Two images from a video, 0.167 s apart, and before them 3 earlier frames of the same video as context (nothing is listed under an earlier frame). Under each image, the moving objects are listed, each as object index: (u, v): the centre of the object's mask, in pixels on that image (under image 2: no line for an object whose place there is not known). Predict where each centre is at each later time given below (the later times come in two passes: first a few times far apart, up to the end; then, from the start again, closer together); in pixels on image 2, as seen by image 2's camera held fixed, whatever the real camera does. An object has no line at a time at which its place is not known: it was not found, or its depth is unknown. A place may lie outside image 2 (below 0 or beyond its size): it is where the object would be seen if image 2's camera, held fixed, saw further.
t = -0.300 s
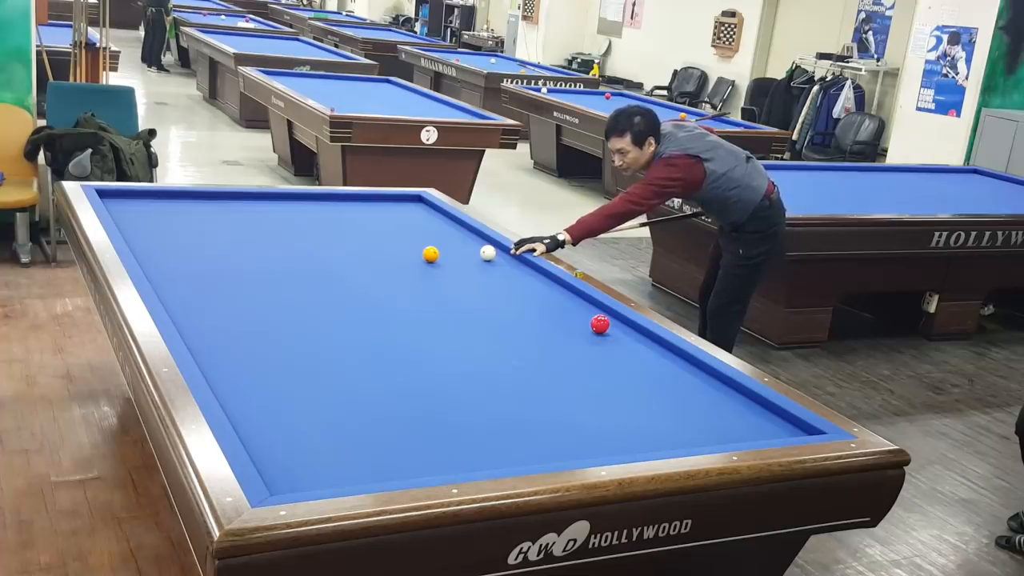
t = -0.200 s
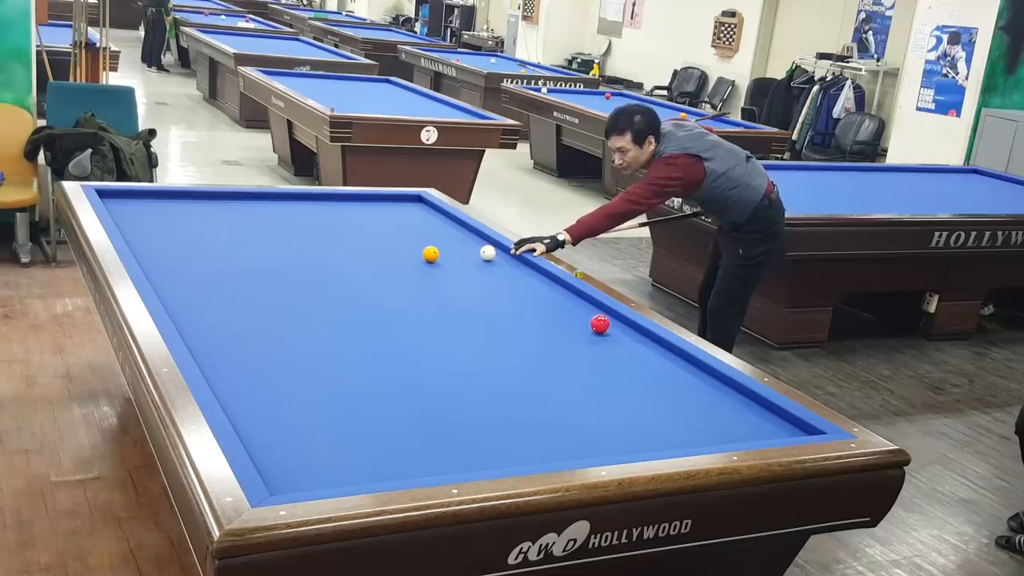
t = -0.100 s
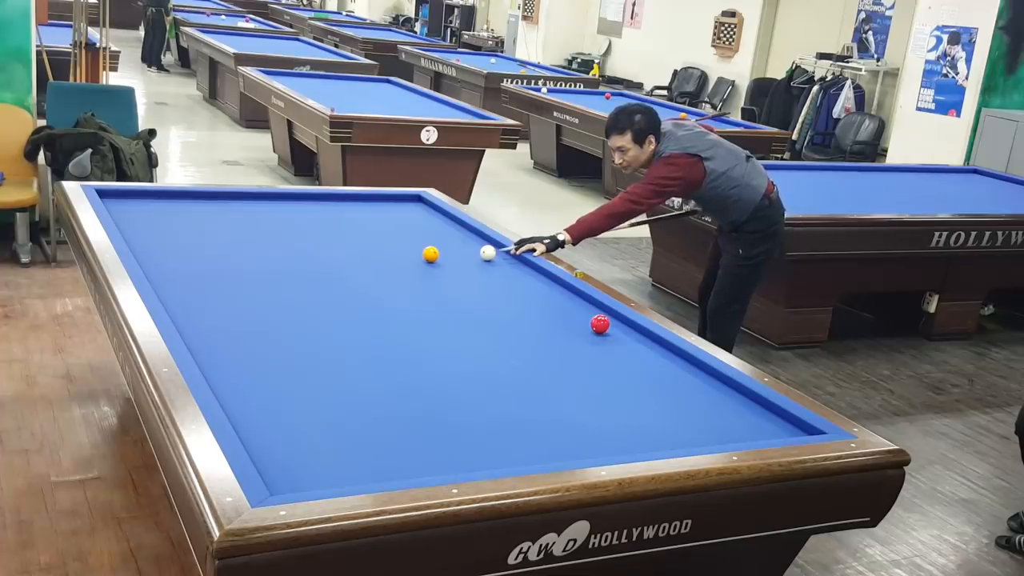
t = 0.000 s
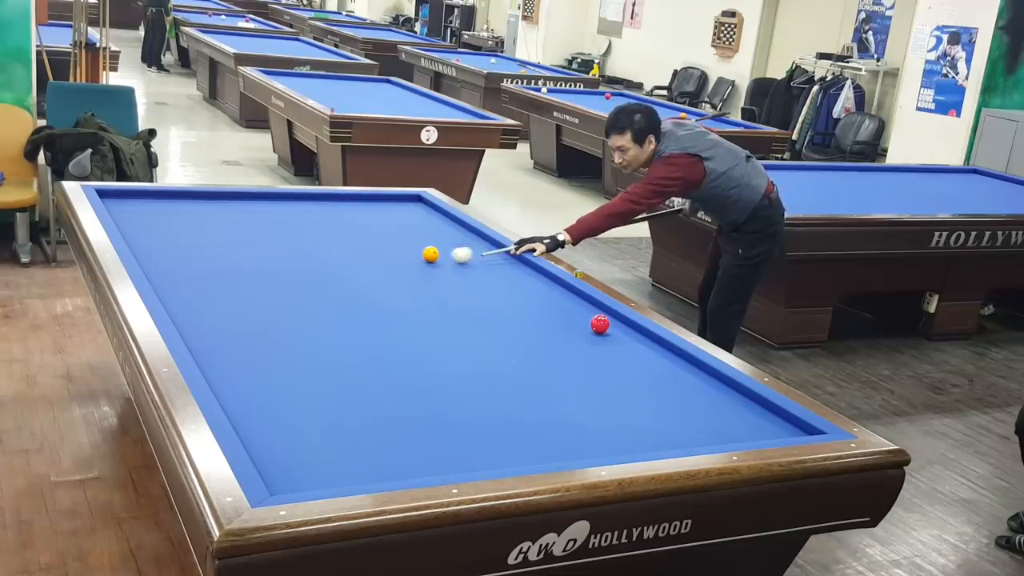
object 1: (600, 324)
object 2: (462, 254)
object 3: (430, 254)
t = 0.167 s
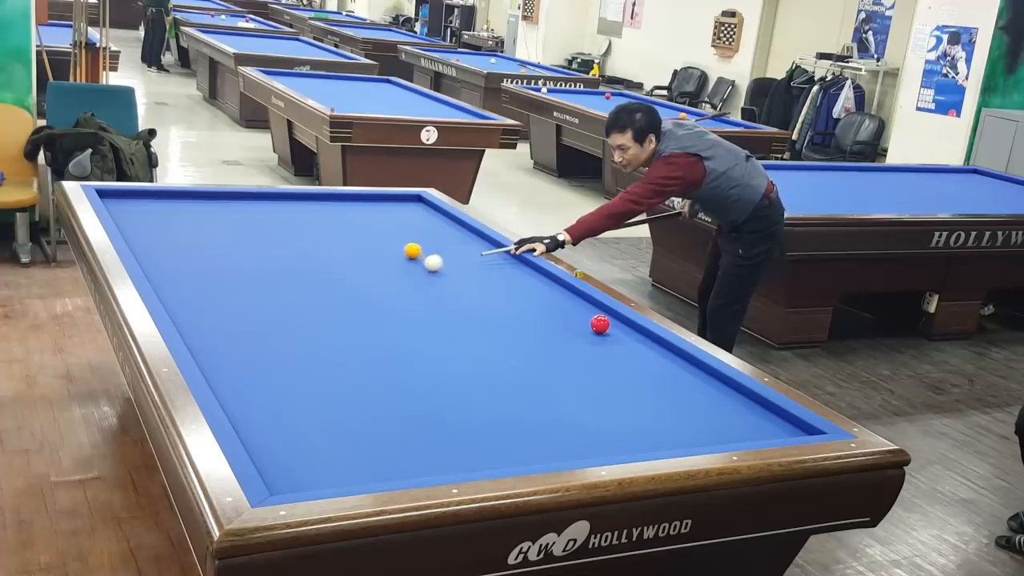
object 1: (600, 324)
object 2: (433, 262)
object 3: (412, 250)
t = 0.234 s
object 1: (600, 324)
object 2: (424, 266)
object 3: (403, 249)
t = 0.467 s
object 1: (600, 324)
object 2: (391, 280)
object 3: (375, 244)
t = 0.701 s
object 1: (600, 324)
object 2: (354, 296)
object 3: (347, 239)
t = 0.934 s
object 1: (600, 324)
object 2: (313, 312)
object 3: (320, 234)
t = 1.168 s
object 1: (600, 324)
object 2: (266, 332)
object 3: (294, 230)
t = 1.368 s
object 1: (600, 324)
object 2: (221, 351)
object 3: (273, 226)
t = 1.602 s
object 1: (600, 324)
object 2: (247, 373)
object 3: (248, 222)
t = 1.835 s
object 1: (600, 324)
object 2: (306, 394)
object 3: (225, 217)
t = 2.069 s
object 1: (600, 324)
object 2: (369, 418)
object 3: (202, 213)
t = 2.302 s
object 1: (600, 324)
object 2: (435, 442)
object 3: (179, 209)
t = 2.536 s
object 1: (600, 324)
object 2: (500, 460)
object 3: (158, 205)
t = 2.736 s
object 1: (600, 324)
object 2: (519, 442)
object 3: (140, 202)
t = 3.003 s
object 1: (600, 324)
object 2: (542, 420)
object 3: (118, 198)
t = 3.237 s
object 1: (600, 324)
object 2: (560, 402)
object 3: (108, 195)
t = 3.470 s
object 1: (600, 324)
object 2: (577, 386)
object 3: (116, 193)
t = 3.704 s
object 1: (600, 324)
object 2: (591, 372)
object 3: (124, 192)
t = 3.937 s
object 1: (600, 324)
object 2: (605, 359)
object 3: (132, 193)
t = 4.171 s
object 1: (600, 324)
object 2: (617, 347)
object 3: (141, 195)
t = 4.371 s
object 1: (600, 324)
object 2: (626, 338)
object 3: (147, 196)
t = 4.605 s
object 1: (600, 324)
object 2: (635, 328)
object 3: (154, 197)
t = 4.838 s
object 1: (596, 324)
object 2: (614, 322)
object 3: (161, 198)
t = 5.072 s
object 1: (584, 323)
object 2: (603, 317)
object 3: (167, 199)
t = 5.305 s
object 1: (573, 323)
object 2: (592, 312)
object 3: (172, 200)
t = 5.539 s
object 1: (562, 323)
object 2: (583, 307)
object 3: (177, 201)
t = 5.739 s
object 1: (554, 323)
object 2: (575, 303)
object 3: (181, 202)
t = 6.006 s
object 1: (543, 323)
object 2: (565, 298)
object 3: (186, 203)
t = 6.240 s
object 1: (534, 323)
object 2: (557, 294)
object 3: (189, 203)
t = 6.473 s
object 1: (526, 323)
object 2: (549, 291)
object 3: (193, 204)
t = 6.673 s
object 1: (520, 322)
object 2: (543, 288)
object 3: (195, 204)
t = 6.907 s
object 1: (512, 322)
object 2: (537, 285)
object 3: (198, 204)
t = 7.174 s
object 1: (505, 322)
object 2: (529, 282)
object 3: (199, 204)
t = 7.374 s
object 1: (500, 321)
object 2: (525, 279)
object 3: (201, 205)
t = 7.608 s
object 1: (494, 321)
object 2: (520, 277)
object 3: (201, 205)
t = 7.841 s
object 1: (490, 321)
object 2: (515, 275)
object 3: (201, 205)
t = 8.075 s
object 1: (486, 321)
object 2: (510, 272)
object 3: (201, 205)
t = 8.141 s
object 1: (485, 321)
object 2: (509, 272)
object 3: (201, 205)
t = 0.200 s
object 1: (600, 324)
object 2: (429, 264)
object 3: (408, 250)
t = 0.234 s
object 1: (600, 324)
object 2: (424, 266)
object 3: (403, 249)
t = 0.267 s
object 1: (600, 324)
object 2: (420, 268)
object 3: (399, 248)
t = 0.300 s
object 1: (600, 324)
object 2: (415, 270)
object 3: (396, 247)
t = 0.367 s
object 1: (600, 324)
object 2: (406, 274)
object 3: (387, 246)
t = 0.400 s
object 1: (600, 324)
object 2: (401, 276)
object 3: (383, 246)
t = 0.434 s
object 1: (600, 324)
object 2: (396, 278)
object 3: (379, 245)
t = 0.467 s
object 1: (600, 324)
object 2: (391, 280)
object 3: (375, 244)
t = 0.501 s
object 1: (600, 324)
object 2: (386, 282)
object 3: (371, 244)
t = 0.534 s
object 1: (600, 324)
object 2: (381, 284)
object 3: (367, 243)
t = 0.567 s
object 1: (600, 324)
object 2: (376, 286)
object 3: (363, 242)
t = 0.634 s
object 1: (600, 324)
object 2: (365, 291)
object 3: (355, 241)
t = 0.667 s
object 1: (600, 324)
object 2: (359, 293)
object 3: (351, 240)
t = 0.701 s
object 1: (600, 324)
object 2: (354, 296)
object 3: (347, 239)
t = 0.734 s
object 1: (600, 324)
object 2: (348, 298)
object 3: (343, 238)
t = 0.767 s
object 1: (600, 324)
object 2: (343, 300)
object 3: (339, 238)
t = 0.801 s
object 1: (600, 324)
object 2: (337, 303)
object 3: (336, 237)
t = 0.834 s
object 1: (600, 324)
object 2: (331, 305)
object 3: (332, 237)
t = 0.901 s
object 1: (600, 324)
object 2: (319, 310)
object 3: (324, 235)
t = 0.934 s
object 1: (600, 324)
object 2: (313, 312)
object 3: (320, 234)
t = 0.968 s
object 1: (600, 324)
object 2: (306, 315)
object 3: (317, 234)
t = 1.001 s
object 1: (600, 324)
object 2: (300, 318)
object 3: (313, 233)
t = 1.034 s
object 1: (600, 324)
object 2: (293, 321)
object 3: (309, 232)
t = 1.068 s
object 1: (600, 324)
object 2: (286, 323)
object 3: (306, 232)
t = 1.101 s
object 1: (600, 324)
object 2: (280, 326)
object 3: (302, 231)
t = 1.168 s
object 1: (600, 324)
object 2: (266, 332)
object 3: (294, 230)
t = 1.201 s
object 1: (600, 324)
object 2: (259, 335)
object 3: (291, 229)
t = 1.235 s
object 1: (600, 324)
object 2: (251, 338)
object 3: (287, 228)
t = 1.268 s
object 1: (600, 324)
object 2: (244, 341)
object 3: (284, 228)
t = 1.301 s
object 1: (600, 324)
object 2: (236, 344)
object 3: (280, 227)
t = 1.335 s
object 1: (600, 324)
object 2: (229, 347)
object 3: (276, 227)
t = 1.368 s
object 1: (600, 324)
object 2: (221, 351)
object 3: (273, 226)
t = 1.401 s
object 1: (600, 324)
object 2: (213, 354)
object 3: (269, 225)
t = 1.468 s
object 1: (600, 324)
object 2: (211, 360)
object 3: (262, 224)
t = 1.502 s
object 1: (600, 324)
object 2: (221, 364)
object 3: (259, 223)
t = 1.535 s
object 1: (600, 324)
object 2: (230, 366)
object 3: (255, 223)
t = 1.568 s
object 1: (600, 324)
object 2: (239, 370)
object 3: (252, 222)
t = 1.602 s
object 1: (600, 324)
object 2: (247, 373)
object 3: (248, 222)
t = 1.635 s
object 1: (600, 324)
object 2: (255, 376)
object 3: (245, 221)
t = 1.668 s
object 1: (600, 324)
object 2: (263, 379)
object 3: (241, 220)
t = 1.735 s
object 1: (600, 324)
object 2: (280, 385)
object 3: (235, 219)
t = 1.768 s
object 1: (600, 324)
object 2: (289, 388)
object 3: (231, 218)
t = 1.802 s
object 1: (600, 324)
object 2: (298, 391)
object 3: (228, 218)
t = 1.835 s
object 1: (600, 324)
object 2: (306, 394)
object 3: (225, 217)
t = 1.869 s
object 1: (600, 324)
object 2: (315, 398)
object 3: (221, 216)
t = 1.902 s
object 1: (600, 324)
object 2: (324, 401)
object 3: (218, 216)
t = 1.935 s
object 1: (600, 324)
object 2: (333, 404)
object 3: (214, 216)
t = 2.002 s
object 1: (600, 324)
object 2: (351, 411)
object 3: (208, 214)
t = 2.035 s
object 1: (600, 324)
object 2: (360, 414)
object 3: (205, 214)
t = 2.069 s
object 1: (600, 324)
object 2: (369, 418)
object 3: (202, 213)
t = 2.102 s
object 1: (600, 324)
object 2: (378, 421)
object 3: (198, 212)
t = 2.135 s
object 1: (600, 324)
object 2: (387, 425)
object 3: (195, 212)
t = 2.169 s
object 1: (600, 324)
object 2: (397, 428)
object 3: (192, 211)
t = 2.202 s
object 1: (600, 324)
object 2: (406, 432)
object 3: (189, 211)
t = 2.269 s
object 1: (600, 324)
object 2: (425, 439)
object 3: (183, 210)
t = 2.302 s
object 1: (600, 324)
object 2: (435, 442)
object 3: (179, 209)
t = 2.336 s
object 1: (600, 324)
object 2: (445, 446)
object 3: (176, 209)
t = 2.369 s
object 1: (600, 324)
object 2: (454, 450)
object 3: (173, 208)
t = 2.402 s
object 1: (600, 324)
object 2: (464, 453)
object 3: (170, 207)
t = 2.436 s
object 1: (600, 324)
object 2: (474, 457)
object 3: (167, 207)
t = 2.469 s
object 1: (600, 324)
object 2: (484, 460)
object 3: (164, 206)
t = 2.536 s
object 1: (600, 324)
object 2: (500, 460)
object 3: (158, 205)
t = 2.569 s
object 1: (600, 324)
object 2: (502, 457)
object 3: (155, 205)
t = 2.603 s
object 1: (600, 324)
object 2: (506, 454)
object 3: (152, 204)
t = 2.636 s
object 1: (600, 324)
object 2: (509, 452)
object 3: (149, 204)
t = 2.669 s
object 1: (600, 324)
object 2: (512, 448)
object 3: (146, 203)
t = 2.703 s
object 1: (600, 324)
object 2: (515, 445)
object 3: (143, 203)
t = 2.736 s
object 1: (600, 324)
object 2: (519, 442)
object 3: (140, 202)
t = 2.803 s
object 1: (600, 324)
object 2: (525, 436)
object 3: (135, 201)
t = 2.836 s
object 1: (600, 324)
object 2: (528, 433)
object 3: (132, 200)
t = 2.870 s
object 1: (600, 324)
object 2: (531, 430)
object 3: (129, 200)
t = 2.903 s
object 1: (600, 324)
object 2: (534, 428)
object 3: (126, 199)
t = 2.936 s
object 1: (600, 324)
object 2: (537, 425)
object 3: (123, 199)
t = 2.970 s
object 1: (600, 324)
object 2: (539, 422)
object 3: (120, 198)
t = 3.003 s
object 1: (600, 324)
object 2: (542, 420)
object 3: (118, 198)
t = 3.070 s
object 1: (600, 324)
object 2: (548, 414)
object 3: (112, 197)
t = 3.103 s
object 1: (600, 324)
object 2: (550, 412)
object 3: (110, 196)
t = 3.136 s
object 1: (600, 324)
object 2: (553, 409)
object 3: (107, 196)
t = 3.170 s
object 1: (600, 324)
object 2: (556, 407)
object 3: (106, 195)
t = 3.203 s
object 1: (600, 324)
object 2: (558, 404)
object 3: (107, 195)
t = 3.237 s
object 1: (600, 324)
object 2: (560, 402)
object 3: (108, 195)
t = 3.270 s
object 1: (600, 324)
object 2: (563, 400)
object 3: (109, 195)
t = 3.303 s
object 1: (600, 324)
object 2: (565, 397)
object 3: (110, 194)
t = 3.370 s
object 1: (600, 324)
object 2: (570, 393)
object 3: (112, 194)
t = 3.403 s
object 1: (600, 324)
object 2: (572, 390)
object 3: (114, 194)
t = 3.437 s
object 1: (600, 324)
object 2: (575, 388)
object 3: (115, 193)
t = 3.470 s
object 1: (600, 324)
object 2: (577, 386)
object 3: (116, 193)
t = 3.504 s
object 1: (600, 324)
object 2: (579, 384)
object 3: (117, 193)
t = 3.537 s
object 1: (600, 324)
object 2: (581, 382)
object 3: (118, 193)
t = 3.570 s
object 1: (600, 324)
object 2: (583, 380)
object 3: (119, 192)
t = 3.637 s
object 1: (600, 324)
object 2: (587, 376)
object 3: (122, 192)
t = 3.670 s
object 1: (600, 324)
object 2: (589, 374)
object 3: (123, 192)
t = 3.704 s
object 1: (600, 324)
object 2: (591, 372)
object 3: (124, 192)
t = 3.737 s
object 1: (600, 324)
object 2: (594, 370)
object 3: (125, 193)
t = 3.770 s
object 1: (600, 324)
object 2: (595, 368)
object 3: (127, 193)
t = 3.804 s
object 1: (600, 324)
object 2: (597, 366)
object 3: (128, 193)
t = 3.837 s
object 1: (600, 324)
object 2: (599, 364)
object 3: (129, 193)
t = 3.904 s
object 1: (600, 324)
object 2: (603, 361)
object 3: (131, 193)
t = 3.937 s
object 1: (600, 324)
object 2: (605, 359)
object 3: (132, 193)
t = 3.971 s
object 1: (600, 324)
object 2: (607, 357)
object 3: (134, 194)
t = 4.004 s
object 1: (600, 324)
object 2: (608, 355)
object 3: (135, 194)
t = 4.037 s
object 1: (600, 324)
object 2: (610, 354)
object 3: (136, 194)
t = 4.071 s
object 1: (600, 324)
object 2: (612, 352)
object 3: (137, 194)
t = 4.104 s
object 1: (600, 324)
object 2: (613, 351)
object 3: (138, 194)
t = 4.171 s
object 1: (600, 324)
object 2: (617, 347)
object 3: (141, 195)
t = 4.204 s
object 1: (600, 324)
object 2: (619, 346)
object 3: (142, 195)
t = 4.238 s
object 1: (600, 324)
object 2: (620, 344)
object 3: (143, 195)
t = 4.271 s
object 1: (600, 324)
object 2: (622, 343)
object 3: (144, 195)
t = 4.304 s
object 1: (600, 324)
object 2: (623, 341)
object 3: (145, 195)
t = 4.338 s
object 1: (600, 324)
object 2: (625, 339)
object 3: (146, 196)
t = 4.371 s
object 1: (600, 324)
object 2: (626, 338)
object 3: (147, 196)
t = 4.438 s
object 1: (600, 324)
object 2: (630, 335)
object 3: (149, 196)
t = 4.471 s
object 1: (600, 324)
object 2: (631, 334)
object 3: (150, 196)
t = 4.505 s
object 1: (600, 324)
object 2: (632, 332)
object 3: (151, 196)
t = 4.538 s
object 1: (600, 324)
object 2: (634, 331)
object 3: (152, 197)
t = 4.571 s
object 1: (600, 324)
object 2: (635, 329)
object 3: (153, 197)
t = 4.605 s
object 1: (600, 324)
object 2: (635, 328)
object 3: (154, 197)
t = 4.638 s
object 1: (600, 324)
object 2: (632, 327)
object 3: (155, 197)
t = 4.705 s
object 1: (600, 324)
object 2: (624, 326)
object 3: (157, 197)
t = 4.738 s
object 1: (600, 324)
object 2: (621, 325)
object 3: (158, 198)
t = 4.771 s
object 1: (600, 324)
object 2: (618, 324)
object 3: (159, 198)
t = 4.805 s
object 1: (598, 324)
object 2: (616, 323)
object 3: (160, 198)
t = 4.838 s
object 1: (596, 324)
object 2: (614, 322)
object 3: (161, 198)
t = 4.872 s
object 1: (594, 323)
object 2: (613, 321)
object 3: (161, 198)
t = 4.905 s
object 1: (592, 324)
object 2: (611, 320)
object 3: (162, 198)
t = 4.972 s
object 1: (589, 323)
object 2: (607, 319)
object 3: (164, 199)
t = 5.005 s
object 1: (587, 323)
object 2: (606, 318)
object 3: (165, 199)
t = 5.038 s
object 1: (586, 323)
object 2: (604, 317)
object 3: (166, 199)
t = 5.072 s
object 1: (584, 323)
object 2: (603, 317)
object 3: (167, 199)
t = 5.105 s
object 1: (582, 323)
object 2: (601, 316)
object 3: (167, 199)
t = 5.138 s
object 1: (581, 323)
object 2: (600, 315)
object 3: (168, 200)
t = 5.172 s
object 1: (579, 323)
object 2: (598, 314)
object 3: (169, 200)
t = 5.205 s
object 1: (578, 323)
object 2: (597, 314)
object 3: (170, 200)
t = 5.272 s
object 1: (575, 323)
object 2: (594, 312)
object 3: (171, 200)
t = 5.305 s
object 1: (573, 323)
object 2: (592, 312)
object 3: (172, 200)
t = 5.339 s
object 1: (571, 323)
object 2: (591, 311)
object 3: (173, 200)
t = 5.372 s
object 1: (570, 323)
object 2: (590, 310)
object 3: (174, 200)
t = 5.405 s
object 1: (568, 323)
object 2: (588, 310)
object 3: (174, 201)
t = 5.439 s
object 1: (567, 323)
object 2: (587, 309)
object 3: (175, 201)
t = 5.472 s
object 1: (565, 323)
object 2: (586, 308)
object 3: (176, 201)
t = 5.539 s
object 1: (562, 323)
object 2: (583, 307)
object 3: (177, 201)
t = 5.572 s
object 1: (561, 323)
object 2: (581, 306)
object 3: (178, 201)
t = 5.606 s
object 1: (560, 323)
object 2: (580, 305)
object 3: (179, 201)
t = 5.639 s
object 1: (558, 323)
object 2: (579, 305)
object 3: (179, 201)
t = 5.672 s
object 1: (557, 323)
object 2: (577, 304)
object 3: (180, 201)
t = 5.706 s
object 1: (555, 323)
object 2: (576, 304)
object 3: (180, 202)
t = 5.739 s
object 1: (554, 323)
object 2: (575, 303)
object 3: (181, 202)
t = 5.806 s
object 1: (551, 323)
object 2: (572, 302)
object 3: (182, 202)
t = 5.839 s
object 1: (550, 323)
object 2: (571, 301)
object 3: (183, 202)
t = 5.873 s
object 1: (548, 323)
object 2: (570, 301)
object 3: (183, 202)
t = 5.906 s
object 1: (547, 323)
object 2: (568, 300)
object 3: (184, 202)
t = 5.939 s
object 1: (546, 323)
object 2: (567, 299)
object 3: (185, 202)
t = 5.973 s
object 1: (544, 323)
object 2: (566, 299)
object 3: (185, 202)
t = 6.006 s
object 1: (543, 323)
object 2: (565, 298)
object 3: (186, 203)
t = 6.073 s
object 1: (541, 323)
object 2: (562, 297)
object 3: (187, 203)
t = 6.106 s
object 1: (539, 323)
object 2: (561, 297)
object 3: (187, 203)
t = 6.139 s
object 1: (538, 323)
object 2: (560, 296)
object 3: (188, 203)
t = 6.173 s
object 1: (537, 323)
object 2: (559, 296)
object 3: (189, 203)
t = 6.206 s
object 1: (536, 323)
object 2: (558, 295)
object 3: (189, 203)
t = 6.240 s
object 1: (534, 323)
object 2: (557, 294)
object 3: (189, 203)
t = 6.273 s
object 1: (533, 323)
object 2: (556, 294)
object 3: (190, 203)
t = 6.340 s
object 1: (531, 323)
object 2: (553, 293)
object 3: (191, 203)
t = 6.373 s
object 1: (530, 323)
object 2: (552, 292)
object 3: (191, 204)
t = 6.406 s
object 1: (529, 323)
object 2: (551, 292)
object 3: (192, 204)
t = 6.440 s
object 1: (527, 323)
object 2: (550, 291)
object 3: (192, 204)
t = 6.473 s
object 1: (526, 323)
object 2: (549, 291)
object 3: (193, 204)
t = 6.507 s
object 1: (525, 322)
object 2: (548, 290)
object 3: (193, 204)
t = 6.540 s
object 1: (524, 322)
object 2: (547, 290)
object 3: (193, 204)
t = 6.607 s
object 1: (522, 322)
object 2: (545, 289)
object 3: (194, 204)
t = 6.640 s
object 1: (521, 322)
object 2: (544, 288)
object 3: (194, 204)
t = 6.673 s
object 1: (520, 322)
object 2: (543, 288)
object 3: (195, 204)
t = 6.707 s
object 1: (518, 322)
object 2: (542, 287)
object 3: (196, 204)
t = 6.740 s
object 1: (517, 322)
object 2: (541, 287)
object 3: (196, 204)
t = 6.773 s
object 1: (516, 322)
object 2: (540, 286)
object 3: (196, 204)
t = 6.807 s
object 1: (515, 322)
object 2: (539, 286)
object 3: (197, 204)
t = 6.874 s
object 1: (513, 322)
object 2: (538, 285)
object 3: (197, 204)
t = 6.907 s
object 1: (512, 322)
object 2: (537, 285)
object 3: (198, 204)
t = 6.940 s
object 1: (511, 322)
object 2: (535, 284)
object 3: (198, 204)
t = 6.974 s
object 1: (510, 322)
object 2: (535, 284)
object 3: (198, 204)
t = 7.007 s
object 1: (509, 322)
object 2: (534, 283)
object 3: (198, 204)
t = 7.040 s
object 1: (508, 322)
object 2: (533, 283)
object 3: (199, 204)
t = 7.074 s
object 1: (508, 322)
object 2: (532, 283)
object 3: (199, 204)
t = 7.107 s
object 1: (507, 322)
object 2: (531, 282)
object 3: (199, 204)
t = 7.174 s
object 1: (505, 322)
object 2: (529, 282)
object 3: (199, 204)
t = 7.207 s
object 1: (504, 322)
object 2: (529, 281)
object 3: (200, 204)
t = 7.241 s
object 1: (503, 322)
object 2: (528, 281)
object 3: (200, 204)
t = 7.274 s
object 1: (502, 322)
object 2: (527, 280)
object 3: (200, 205)
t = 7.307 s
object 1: (501, 321)
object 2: (526, 280)
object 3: (200, 205)
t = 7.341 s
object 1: (501, 321)
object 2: (525, 280)
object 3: (200, 205)
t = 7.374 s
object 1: (500, 321)
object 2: (525, 279)
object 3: (201, 205)
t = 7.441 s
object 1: (498, 321)
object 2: (523, 278)
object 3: (201, 205)
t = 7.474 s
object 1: (497, 321)
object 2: (522, 278)
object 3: (201, 205)
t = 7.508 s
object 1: (497, 321)
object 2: (522, 278)
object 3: (201, 205)
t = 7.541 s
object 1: (496, 321)
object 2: (521, 277)
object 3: (201, 205)
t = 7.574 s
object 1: (495, 321)
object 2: (520, 277)
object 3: (201, 205)
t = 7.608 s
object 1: (494, 321)
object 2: (520, 277)
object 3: (201, 205)
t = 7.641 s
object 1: (494, 321)
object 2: (519, 276)
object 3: (201, 205)
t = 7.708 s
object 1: (492, 321)
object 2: (518, 276)
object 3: (201, 205)
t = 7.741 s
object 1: (491, 321)
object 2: (517, 275)
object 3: (201, 205)
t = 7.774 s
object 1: (491, 321)
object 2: (516, 275)
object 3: (201, 205)
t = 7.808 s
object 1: (490, 321)
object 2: (516, 275)
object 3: (201, 205)
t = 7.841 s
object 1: (490, 321)
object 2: (515, 275)
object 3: (201, 205)
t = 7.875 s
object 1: (489, 321)
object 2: (514, 274)
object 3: (201, 205)
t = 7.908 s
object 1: (488, 321)
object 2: (514, 274)
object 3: (201, 205)
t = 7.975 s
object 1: (487, 321)
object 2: (512, 273)
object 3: (201, 205)
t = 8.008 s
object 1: (487, 321)
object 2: (512, 273)
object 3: (201, 205)
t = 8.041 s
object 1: (486, 321)
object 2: (511, 273)
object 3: (201, 205)
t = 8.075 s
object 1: (486, 321)
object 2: (510, 272)
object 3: (201, 205)
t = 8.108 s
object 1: (485, 321)
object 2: (510, 272)
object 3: (201, 205)
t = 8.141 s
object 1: (485, 321)
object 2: (509, 272)
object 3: (201, 205)
